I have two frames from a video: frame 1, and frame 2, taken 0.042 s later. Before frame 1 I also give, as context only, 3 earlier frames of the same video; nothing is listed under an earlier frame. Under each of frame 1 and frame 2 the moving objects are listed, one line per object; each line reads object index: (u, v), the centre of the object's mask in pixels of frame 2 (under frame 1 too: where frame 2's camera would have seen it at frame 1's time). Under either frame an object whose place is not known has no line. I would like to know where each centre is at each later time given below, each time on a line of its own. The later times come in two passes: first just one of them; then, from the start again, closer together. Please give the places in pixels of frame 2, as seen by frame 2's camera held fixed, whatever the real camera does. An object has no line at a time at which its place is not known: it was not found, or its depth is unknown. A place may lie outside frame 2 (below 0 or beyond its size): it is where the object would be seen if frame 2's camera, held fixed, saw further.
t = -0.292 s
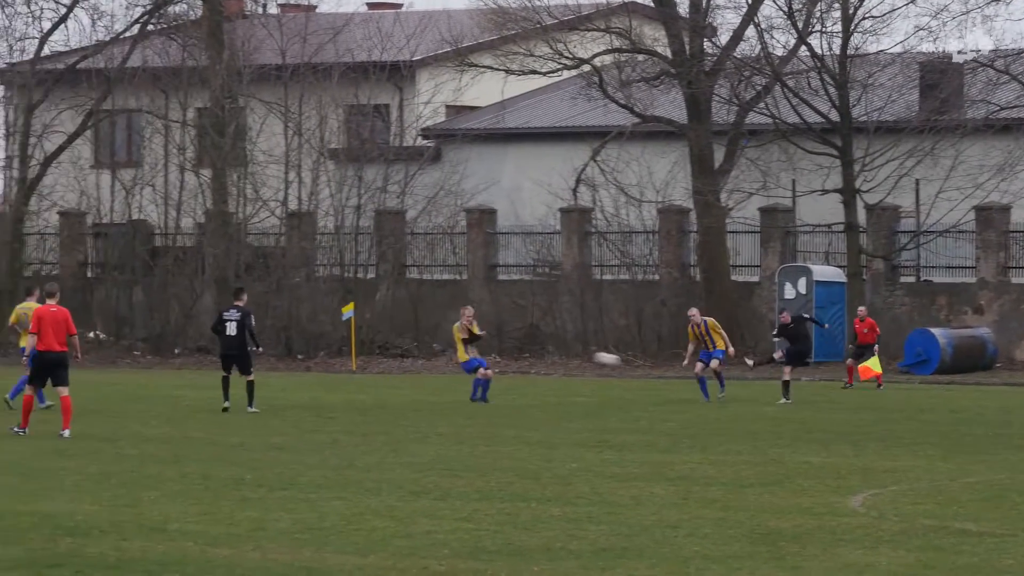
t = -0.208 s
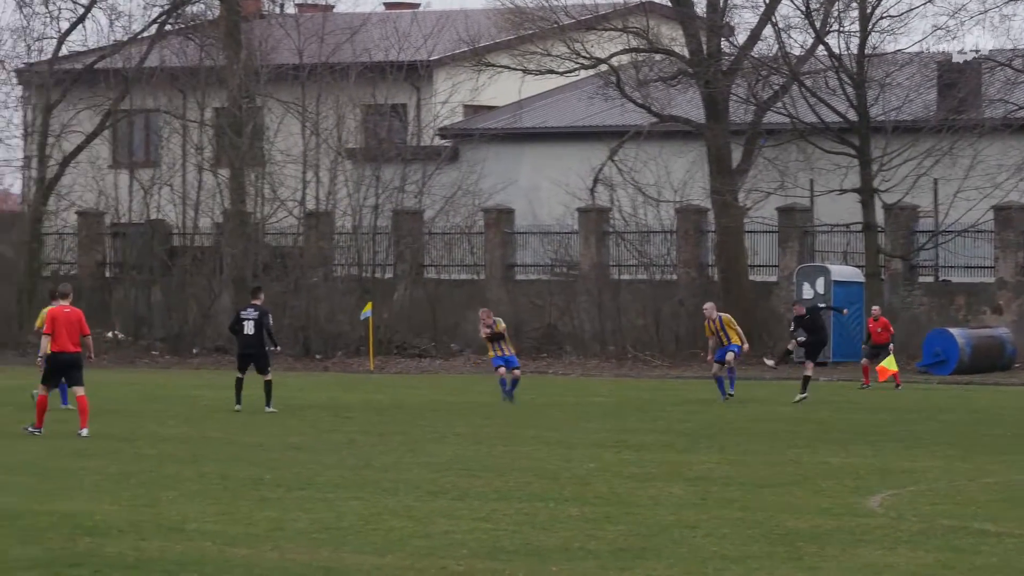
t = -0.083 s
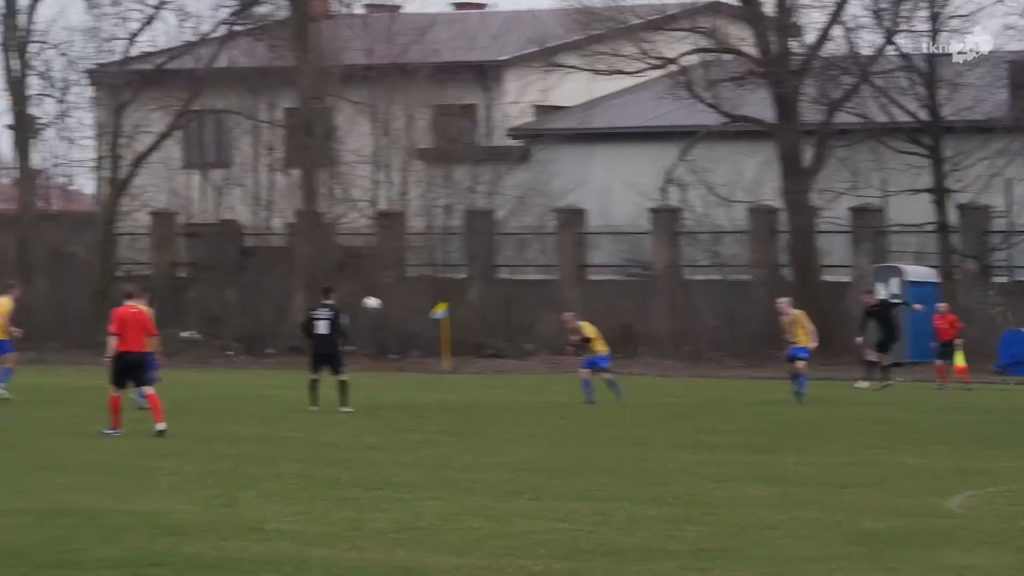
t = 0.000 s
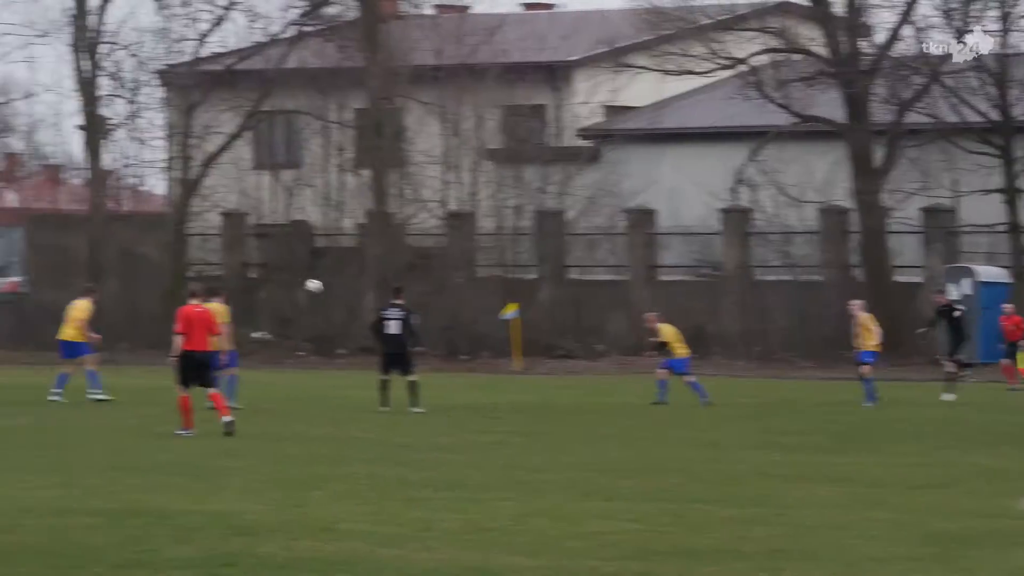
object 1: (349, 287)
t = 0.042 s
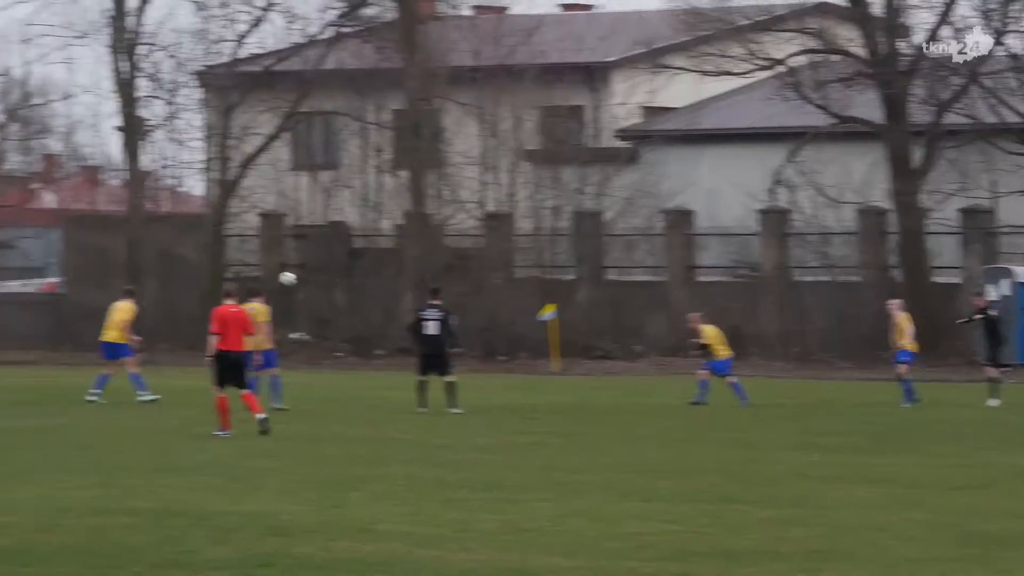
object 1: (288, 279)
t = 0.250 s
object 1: (-34, 251)
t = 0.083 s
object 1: (226, 272)
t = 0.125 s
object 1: (163, 265)
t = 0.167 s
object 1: (101, 259)
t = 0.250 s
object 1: (-34, 251)
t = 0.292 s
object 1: (-107, 249)
